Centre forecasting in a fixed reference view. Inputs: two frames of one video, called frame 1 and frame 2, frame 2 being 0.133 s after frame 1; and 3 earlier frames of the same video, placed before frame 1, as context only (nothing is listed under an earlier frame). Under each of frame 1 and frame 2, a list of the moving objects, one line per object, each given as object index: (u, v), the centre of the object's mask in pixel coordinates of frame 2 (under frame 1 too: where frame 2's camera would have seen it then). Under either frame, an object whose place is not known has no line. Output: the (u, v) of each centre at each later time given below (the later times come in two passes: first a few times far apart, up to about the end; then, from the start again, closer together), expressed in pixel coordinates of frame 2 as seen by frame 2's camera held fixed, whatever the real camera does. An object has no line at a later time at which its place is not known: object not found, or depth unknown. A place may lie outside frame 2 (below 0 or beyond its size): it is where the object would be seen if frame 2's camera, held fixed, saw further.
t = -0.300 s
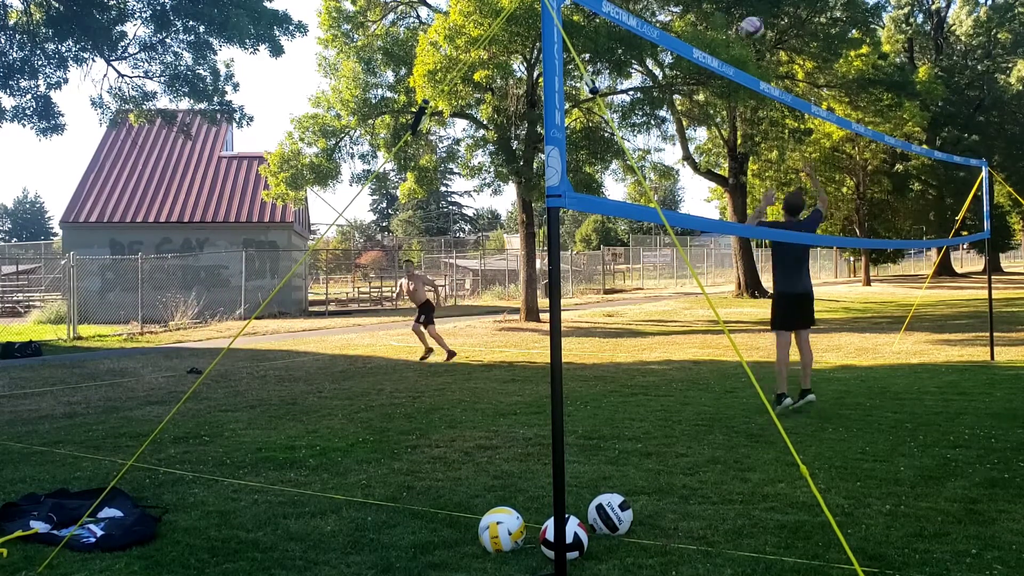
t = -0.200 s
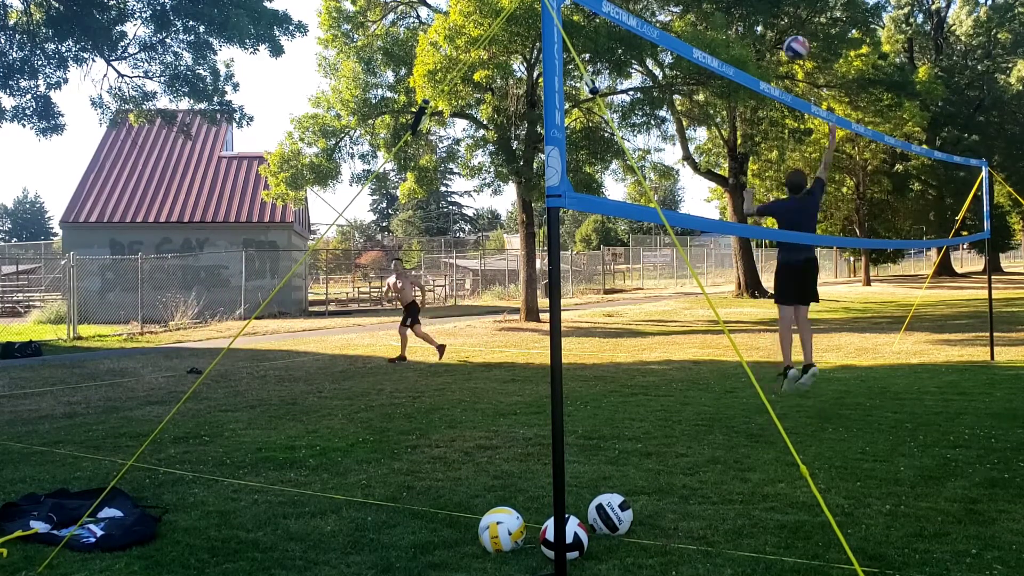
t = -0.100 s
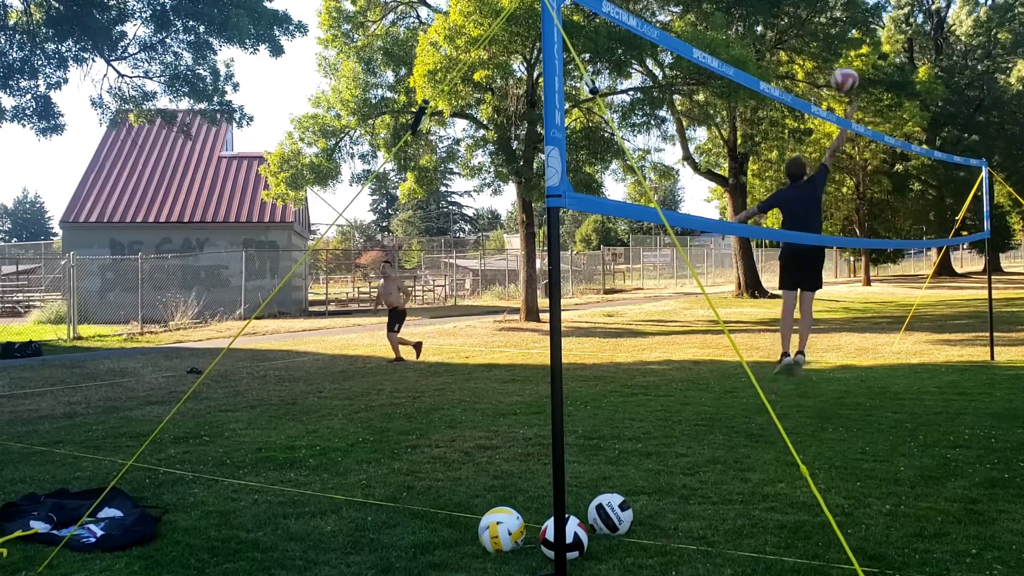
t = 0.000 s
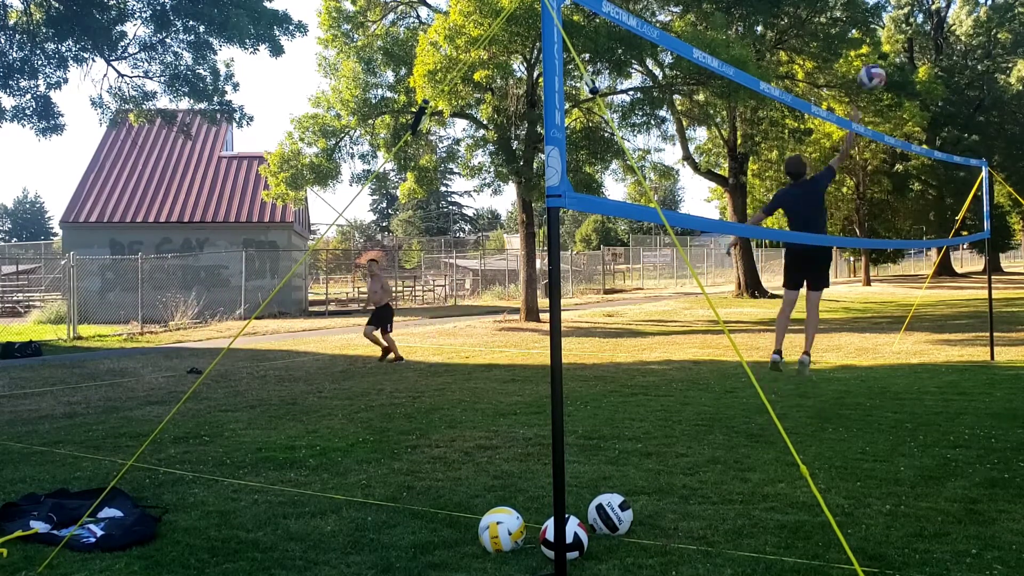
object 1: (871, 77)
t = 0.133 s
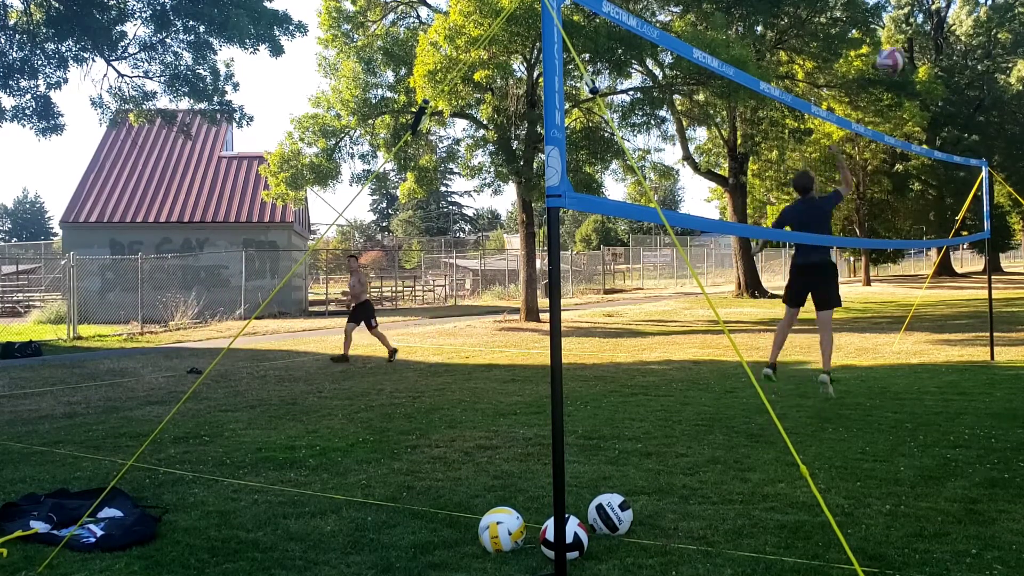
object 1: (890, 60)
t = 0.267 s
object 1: (909, 65)
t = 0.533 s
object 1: (952, 142)
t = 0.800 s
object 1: (996, 320)
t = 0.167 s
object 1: (895, 59)
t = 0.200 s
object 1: (900, 60)
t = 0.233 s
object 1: (905, 62)
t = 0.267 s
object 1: (909, 65)
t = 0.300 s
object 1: (915, 70)
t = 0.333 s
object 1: (920, 75)
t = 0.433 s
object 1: (937, 102)
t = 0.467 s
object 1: (942, 115)
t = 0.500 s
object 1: (947, 127)
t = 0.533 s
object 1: (952, 142)
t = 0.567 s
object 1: (958, 159)
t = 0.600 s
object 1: (963, 178)
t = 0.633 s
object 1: (968, 198)
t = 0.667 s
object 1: (974, 219)
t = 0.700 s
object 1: (979, 242)
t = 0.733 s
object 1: (984, 266)
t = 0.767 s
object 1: (989, 293)
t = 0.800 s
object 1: (996, 320)
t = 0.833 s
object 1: (1000, 350)
